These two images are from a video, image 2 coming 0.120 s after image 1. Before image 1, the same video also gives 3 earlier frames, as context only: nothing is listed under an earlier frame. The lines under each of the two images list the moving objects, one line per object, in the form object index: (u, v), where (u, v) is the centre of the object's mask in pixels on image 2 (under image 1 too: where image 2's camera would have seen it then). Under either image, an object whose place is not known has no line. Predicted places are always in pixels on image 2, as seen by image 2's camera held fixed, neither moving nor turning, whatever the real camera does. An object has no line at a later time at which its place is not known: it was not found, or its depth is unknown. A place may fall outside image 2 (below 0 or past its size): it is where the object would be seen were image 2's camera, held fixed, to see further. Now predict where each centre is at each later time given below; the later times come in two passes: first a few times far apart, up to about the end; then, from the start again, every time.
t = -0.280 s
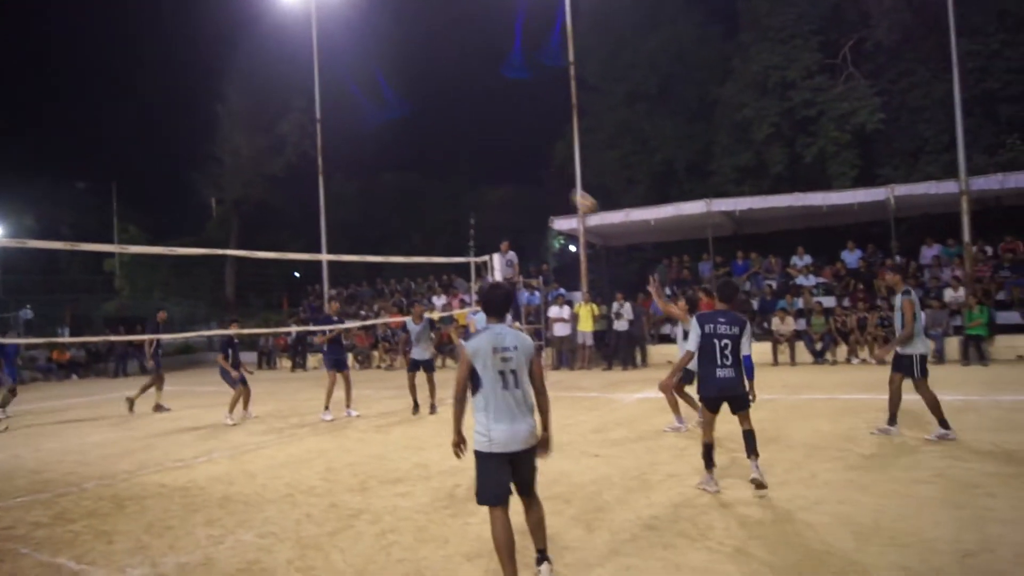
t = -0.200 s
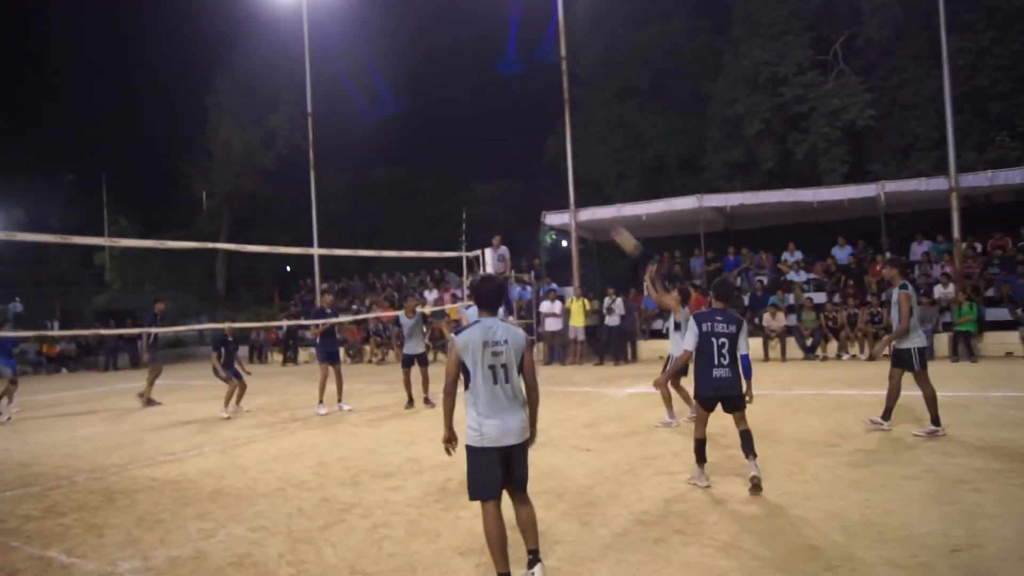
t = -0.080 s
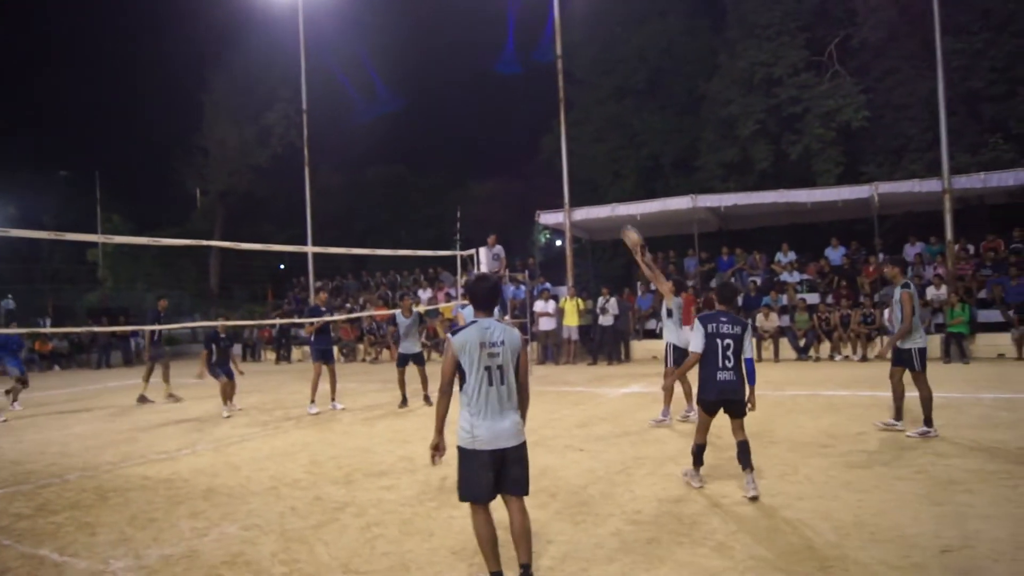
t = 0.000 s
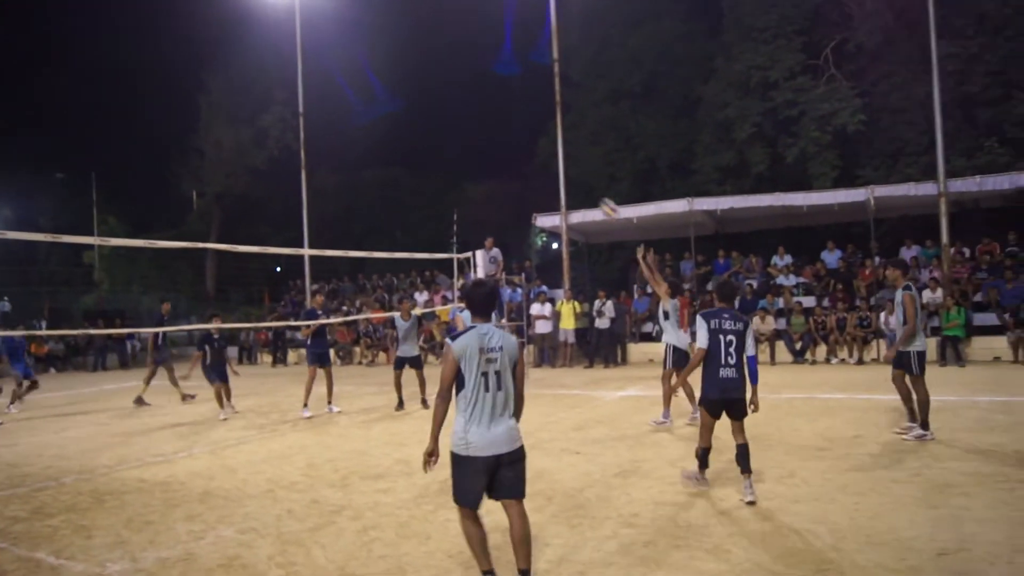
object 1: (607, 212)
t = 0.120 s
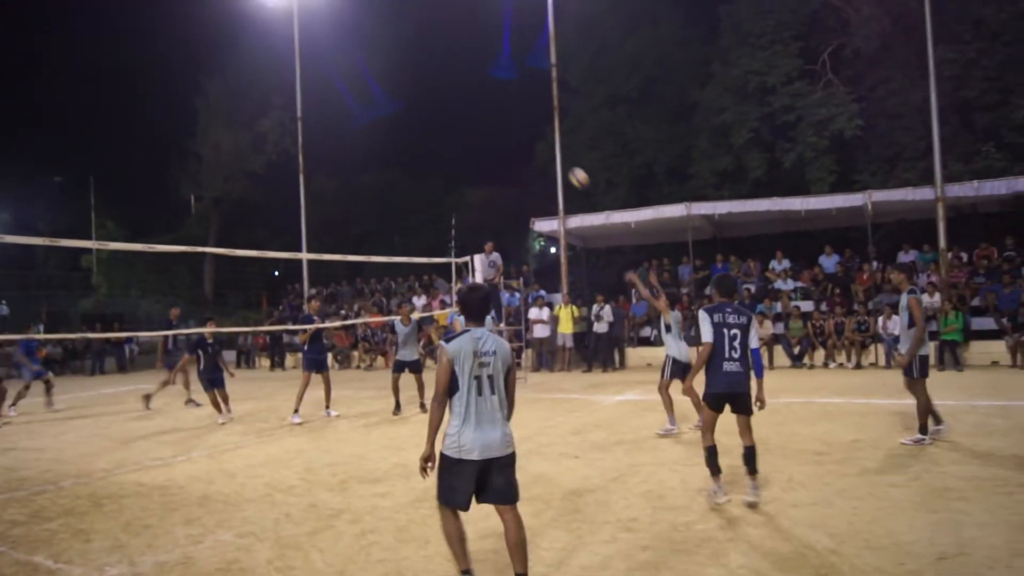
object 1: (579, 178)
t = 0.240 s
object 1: (551, 154)
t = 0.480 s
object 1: (504, 141)
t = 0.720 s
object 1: (460, 169)
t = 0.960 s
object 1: (423, 235)
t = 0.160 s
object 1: (570, 169)
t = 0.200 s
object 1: (561, 161)
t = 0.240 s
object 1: (551, 154)
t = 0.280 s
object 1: (543, 149)
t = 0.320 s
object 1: (535, 145)
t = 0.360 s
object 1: (527, 142)
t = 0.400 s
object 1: (519, 141)
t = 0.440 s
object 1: (511, 140)
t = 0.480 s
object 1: (504, 141)
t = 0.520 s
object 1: (496, 143)
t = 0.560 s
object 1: (489, 145)
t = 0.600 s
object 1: (481, 150)
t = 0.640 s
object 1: (474, 155)
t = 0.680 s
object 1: (467, 162)
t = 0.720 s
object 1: (460, 169)
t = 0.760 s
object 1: (454, 178)
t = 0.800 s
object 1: (447, 187)
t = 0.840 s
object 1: (441, 198)
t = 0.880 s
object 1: (435, 209)
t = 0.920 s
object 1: (429, 221)
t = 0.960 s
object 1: (423, 235)
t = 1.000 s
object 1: (418, 248)
